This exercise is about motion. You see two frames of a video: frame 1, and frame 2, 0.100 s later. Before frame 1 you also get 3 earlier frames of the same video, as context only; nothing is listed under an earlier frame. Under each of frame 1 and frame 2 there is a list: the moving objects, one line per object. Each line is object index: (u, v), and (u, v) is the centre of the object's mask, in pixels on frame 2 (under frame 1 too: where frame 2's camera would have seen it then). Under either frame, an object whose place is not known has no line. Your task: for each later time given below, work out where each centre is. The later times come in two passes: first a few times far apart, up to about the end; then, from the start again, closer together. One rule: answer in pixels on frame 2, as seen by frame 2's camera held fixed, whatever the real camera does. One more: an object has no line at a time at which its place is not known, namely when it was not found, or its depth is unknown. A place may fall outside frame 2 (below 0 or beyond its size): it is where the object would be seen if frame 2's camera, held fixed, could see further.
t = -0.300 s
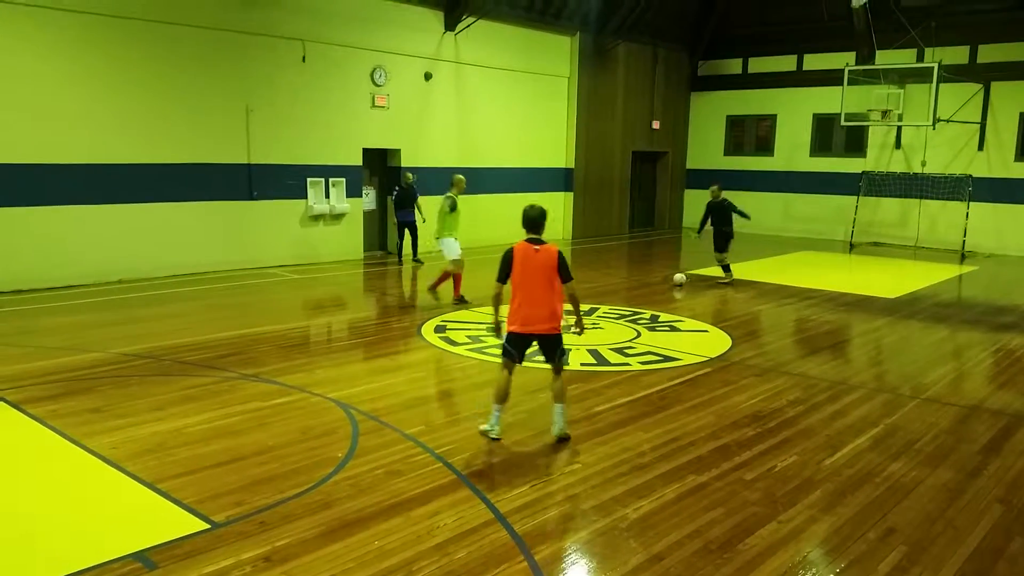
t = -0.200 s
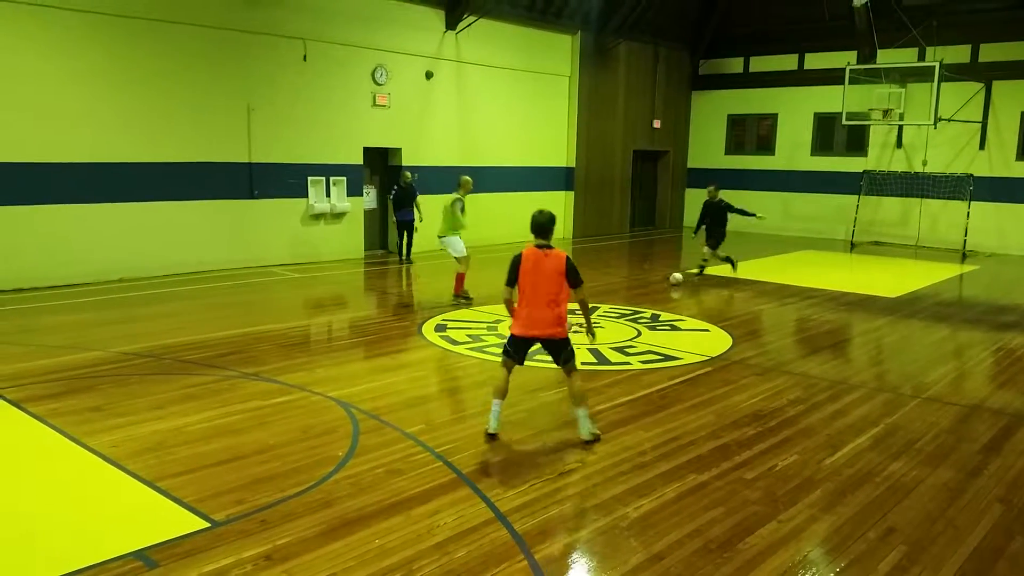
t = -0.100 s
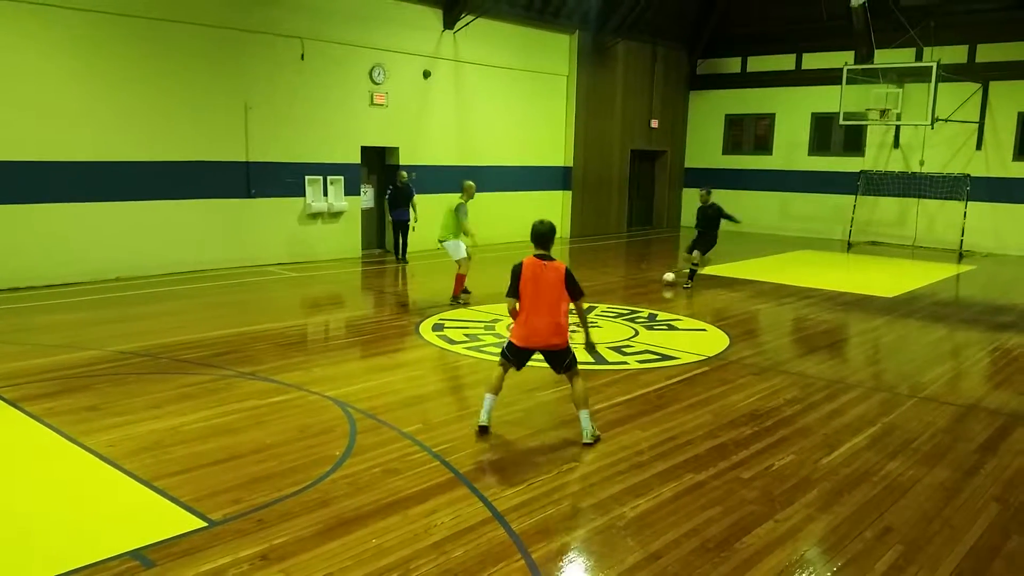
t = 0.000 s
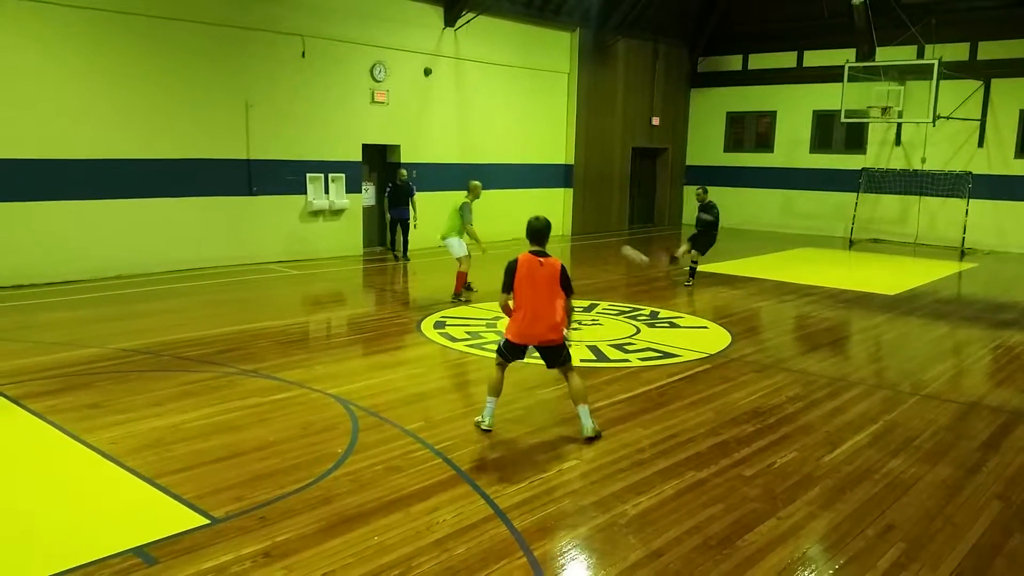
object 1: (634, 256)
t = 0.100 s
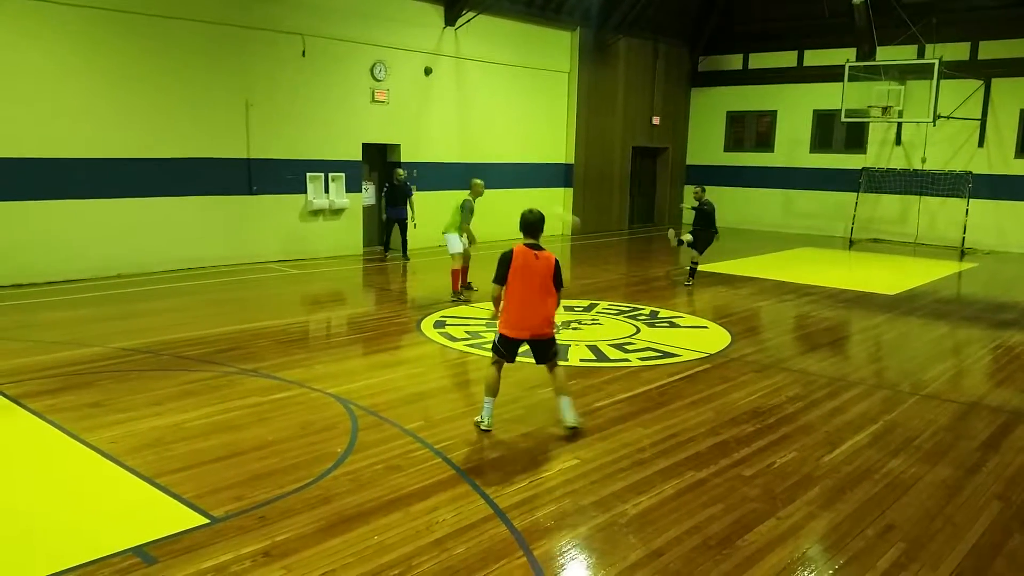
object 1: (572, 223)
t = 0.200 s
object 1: (479, 176)
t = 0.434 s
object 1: (207, 69)
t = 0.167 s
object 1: (503, 184)
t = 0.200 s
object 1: (479, 176)
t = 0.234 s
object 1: (457, 167)
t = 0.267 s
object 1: (416, 152)
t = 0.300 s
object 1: (378, 133)
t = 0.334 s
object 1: (343, 117)
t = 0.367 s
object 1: (300, 100)
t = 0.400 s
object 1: (254, 83)
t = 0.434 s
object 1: (207, 69)
